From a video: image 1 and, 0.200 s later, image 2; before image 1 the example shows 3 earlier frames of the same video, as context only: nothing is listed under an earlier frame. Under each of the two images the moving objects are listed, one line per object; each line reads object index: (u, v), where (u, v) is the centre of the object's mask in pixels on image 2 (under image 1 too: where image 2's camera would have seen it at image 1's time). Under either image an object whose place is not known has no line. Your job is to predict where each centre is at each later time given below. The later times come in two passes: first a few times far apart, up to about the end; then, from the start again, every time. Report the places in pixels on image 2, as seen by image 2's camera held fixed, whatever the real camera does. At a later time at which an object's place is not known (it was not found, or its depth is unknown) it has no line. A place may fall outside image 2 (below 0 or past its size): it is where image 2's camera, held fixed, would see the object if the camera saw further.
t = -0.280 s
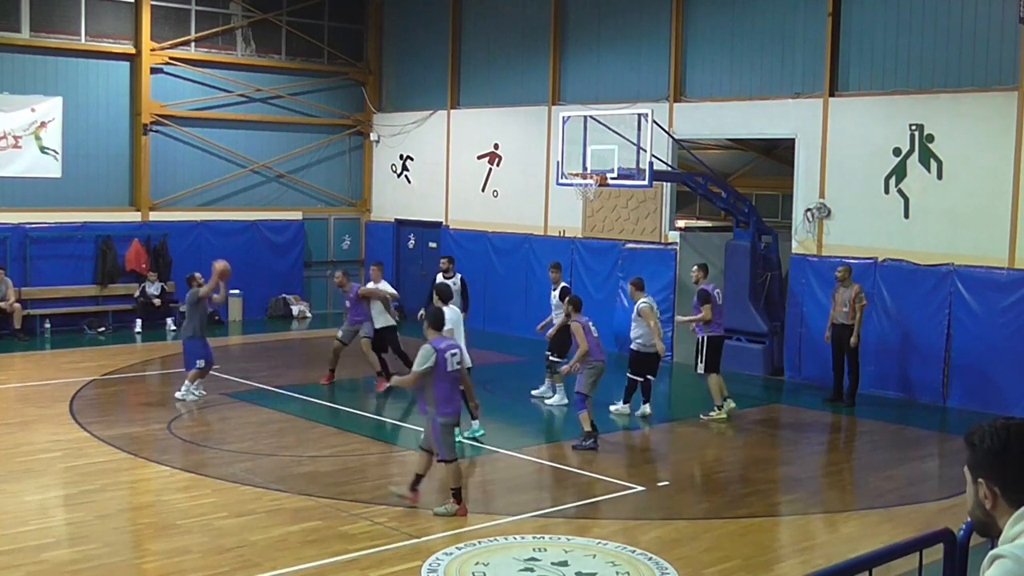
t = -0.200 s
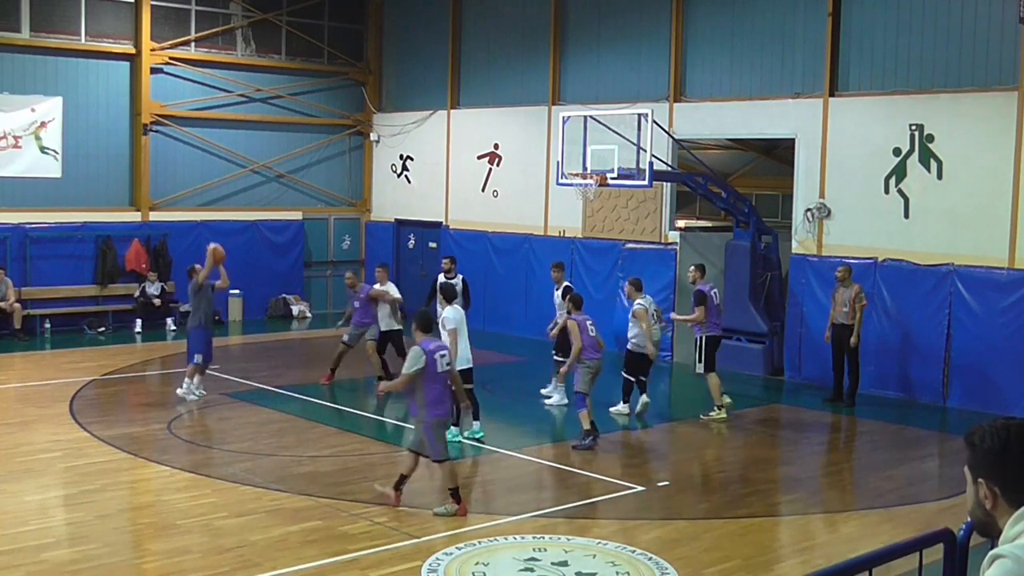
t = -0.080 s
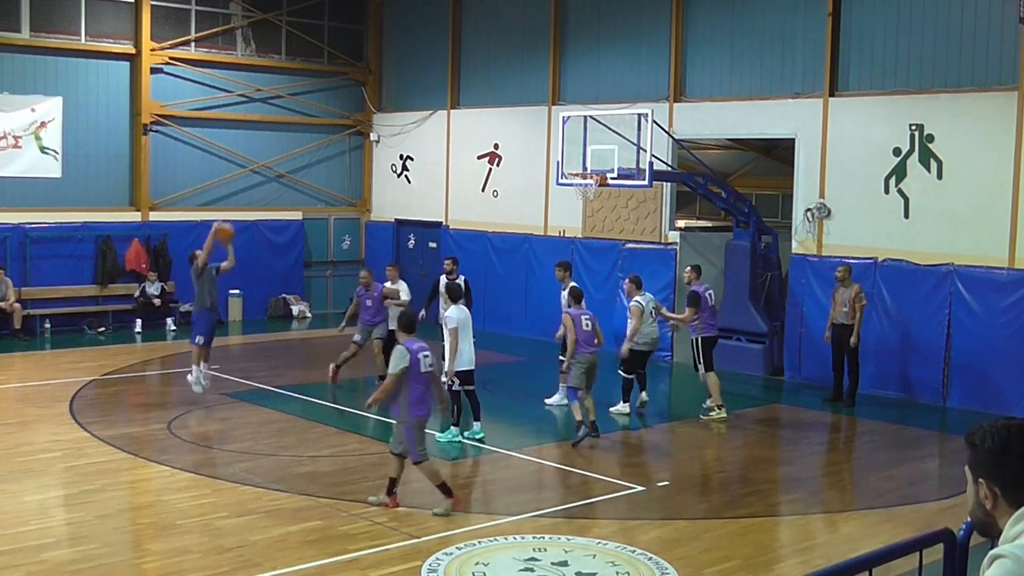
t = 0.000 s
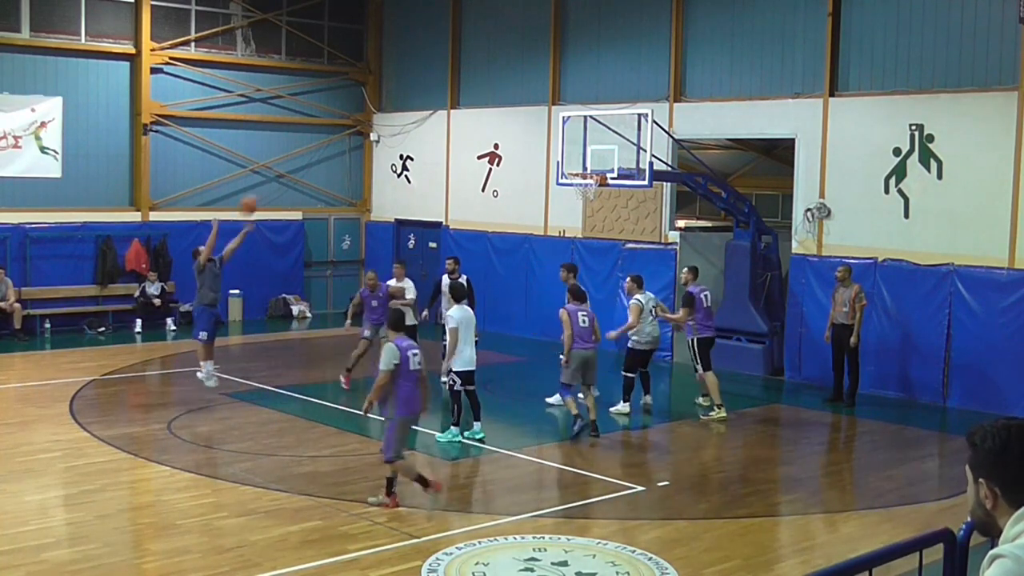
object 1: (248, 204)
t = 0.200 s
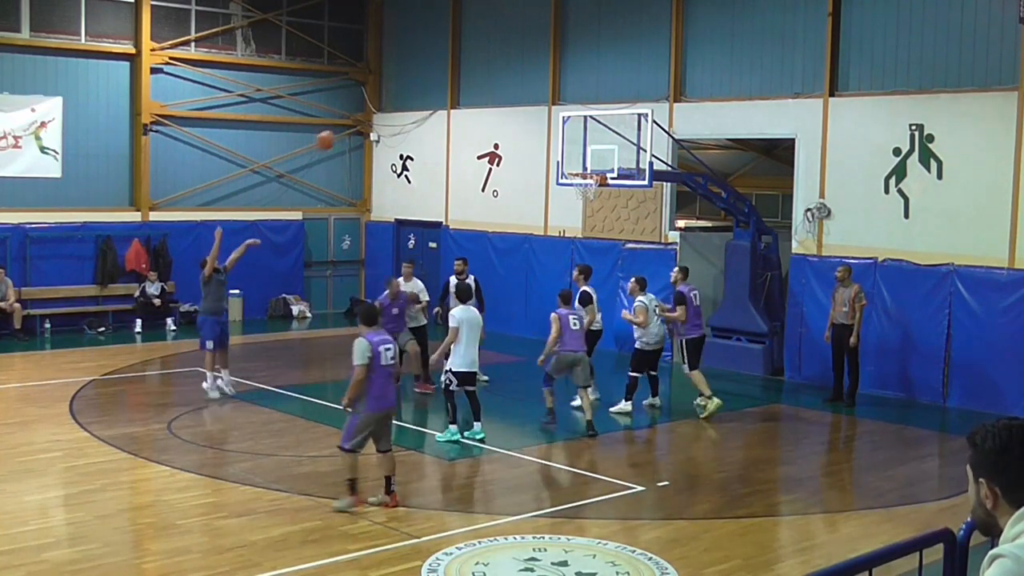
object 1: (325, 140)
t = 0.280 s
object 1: (354, 124)
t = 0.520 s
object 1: (438, 99)
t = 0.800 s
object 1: (530, 123)
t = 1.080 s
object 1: (583, 154)
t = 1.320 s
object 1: (558, 133)
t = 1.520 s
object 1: (536, 146)
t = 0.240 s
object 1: (340, 131)
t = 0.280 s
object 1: (354, 124)
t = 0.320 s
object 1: (367, 118)
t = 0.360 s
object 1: (383, 110)
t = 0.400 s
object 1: (397, 106)
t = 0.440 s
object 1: (410, 103)
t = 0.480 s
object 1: (424, 101)
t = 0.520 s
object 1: (438, 99)
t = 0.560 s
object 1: (452, 99)
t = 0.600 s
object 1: (465, 101)
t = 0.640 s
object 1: (478, 103)
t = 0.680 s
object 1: (491, 106)
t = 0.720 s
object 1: (504, 111)
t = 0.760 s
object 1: (518, 117)
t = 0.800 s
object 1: (530, 123)
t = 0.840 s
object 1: (543, 131)
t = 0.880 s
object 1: (555, 139)
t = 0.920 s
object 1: (568, 148)
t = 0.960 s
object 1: (580, 160)
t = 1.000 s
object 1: (590, 167)
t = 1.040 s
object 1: (586, 160)
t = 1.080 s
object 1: (583, 154)
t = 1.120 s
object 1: (578, 148)
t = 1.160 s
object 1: (575, 142)
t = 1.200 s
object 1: (571, 138)
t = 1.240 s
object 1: (567, 135)
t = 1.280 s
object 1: (563, 133)
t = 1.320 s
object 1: (558, 133)
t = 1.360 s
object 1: (554, 133)
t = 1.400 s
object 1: (550, 135)
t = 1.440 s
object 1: (545, 137)
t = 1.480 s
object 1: (541, 142)
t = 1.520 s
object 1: (536, 146)
